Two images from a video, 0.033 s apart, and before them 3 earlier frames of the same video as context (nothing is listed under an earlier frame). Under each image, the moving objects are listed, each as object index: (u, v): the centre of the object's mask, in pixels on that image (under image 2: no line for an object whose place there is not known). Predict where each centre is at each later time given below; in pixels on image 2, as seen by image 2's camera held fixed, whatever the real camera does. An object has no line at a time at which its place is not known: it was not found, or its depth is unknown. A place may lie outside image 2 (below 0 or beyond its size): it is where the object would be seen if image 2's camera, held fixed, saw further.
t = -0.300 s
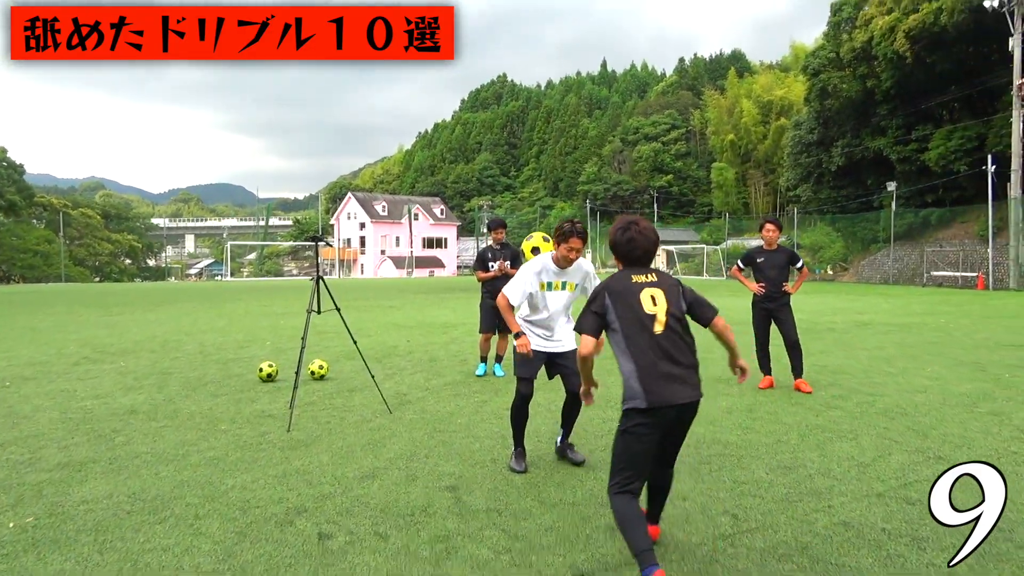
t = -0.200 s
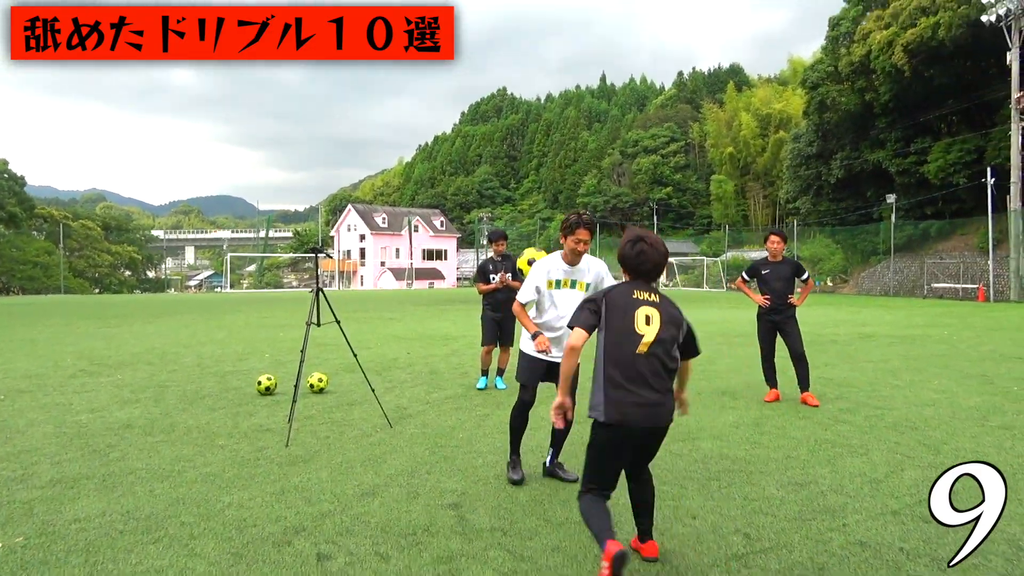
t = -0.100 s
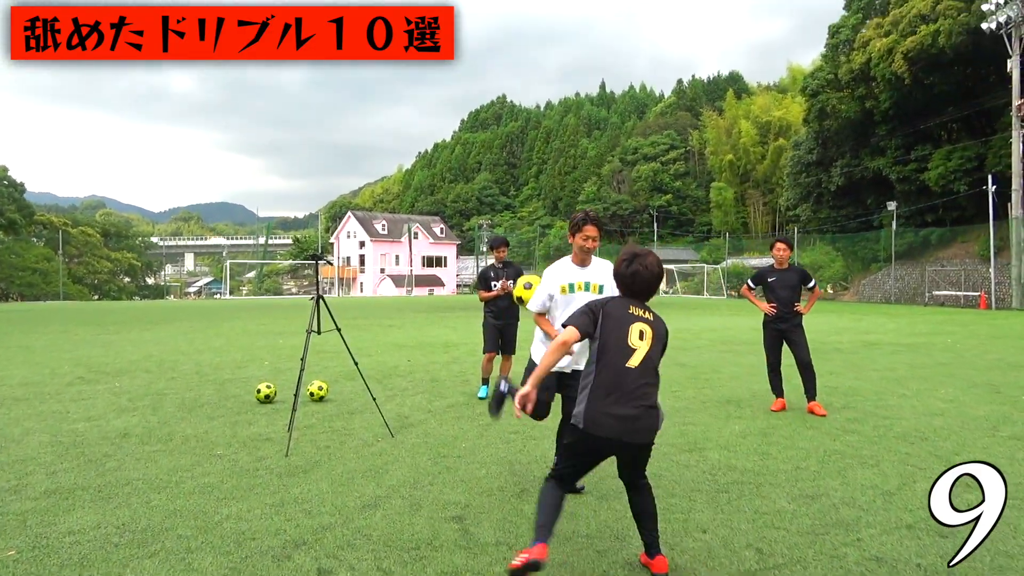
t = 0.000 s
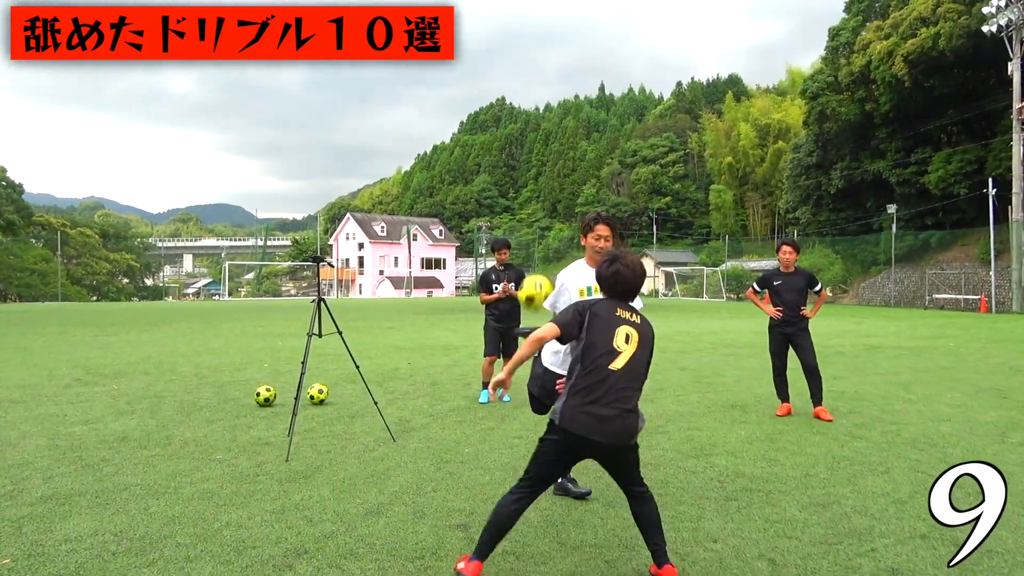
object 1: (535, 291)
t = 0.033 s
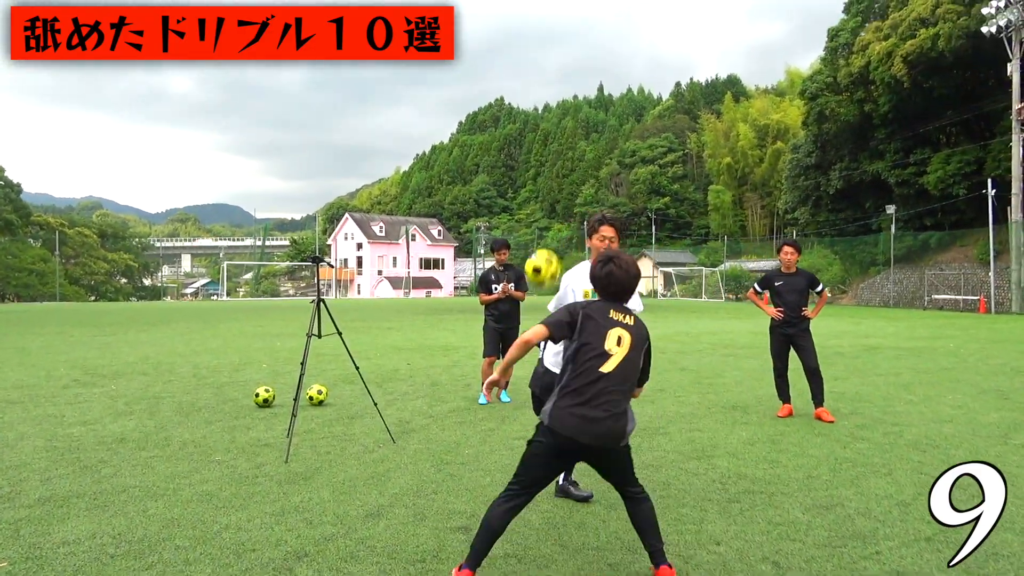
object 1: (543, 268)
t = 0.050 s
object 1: (546, 256)
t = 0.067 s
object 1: (550, 244)
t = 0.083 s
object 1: (554, 231)
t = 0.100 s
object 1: (558, 219)
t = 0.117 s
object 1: (561, 208)
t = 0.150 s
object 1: (570, 183)
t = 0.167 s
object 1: (574, 172)
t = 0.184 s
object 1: (581, 162)
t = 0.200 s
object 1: (585, 151)
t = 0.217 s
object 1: (590, 140)
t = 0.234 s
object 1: (596, 129)
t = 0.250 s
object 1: (602, 118)
